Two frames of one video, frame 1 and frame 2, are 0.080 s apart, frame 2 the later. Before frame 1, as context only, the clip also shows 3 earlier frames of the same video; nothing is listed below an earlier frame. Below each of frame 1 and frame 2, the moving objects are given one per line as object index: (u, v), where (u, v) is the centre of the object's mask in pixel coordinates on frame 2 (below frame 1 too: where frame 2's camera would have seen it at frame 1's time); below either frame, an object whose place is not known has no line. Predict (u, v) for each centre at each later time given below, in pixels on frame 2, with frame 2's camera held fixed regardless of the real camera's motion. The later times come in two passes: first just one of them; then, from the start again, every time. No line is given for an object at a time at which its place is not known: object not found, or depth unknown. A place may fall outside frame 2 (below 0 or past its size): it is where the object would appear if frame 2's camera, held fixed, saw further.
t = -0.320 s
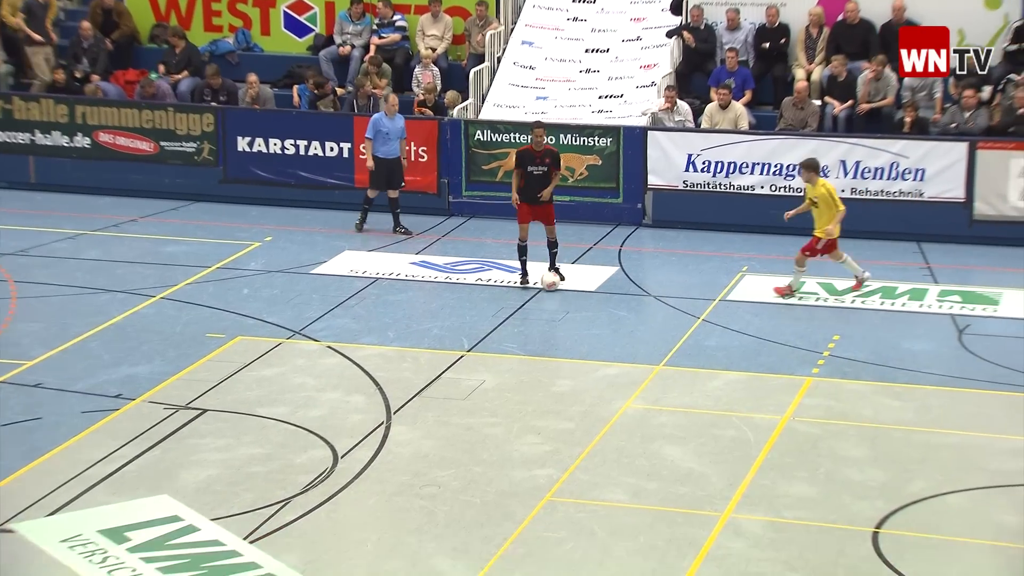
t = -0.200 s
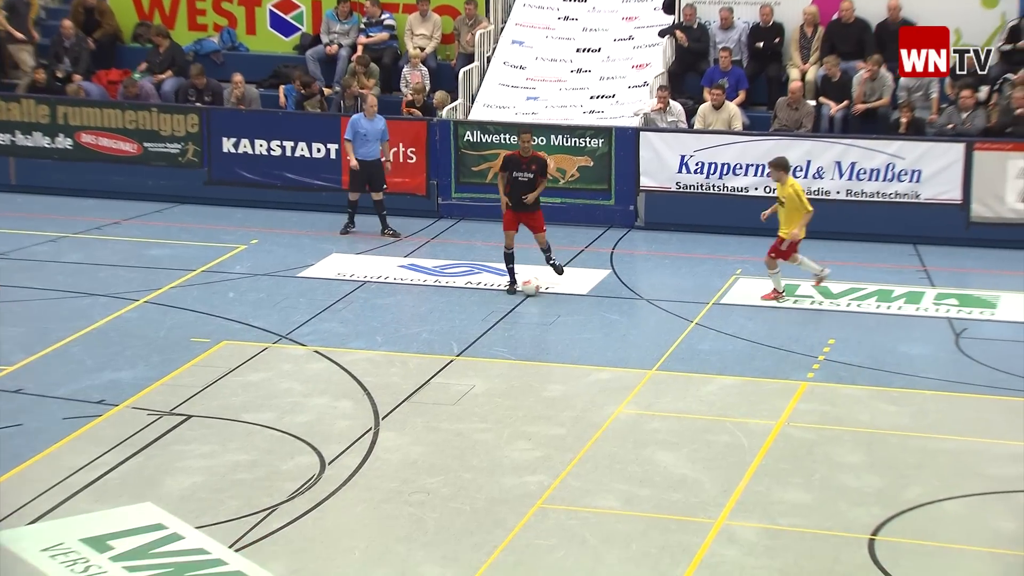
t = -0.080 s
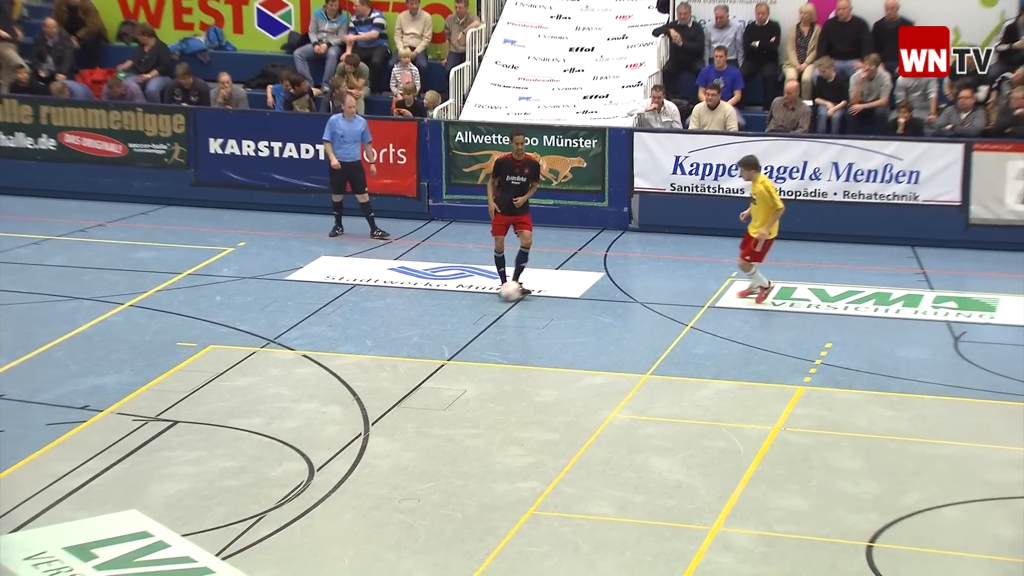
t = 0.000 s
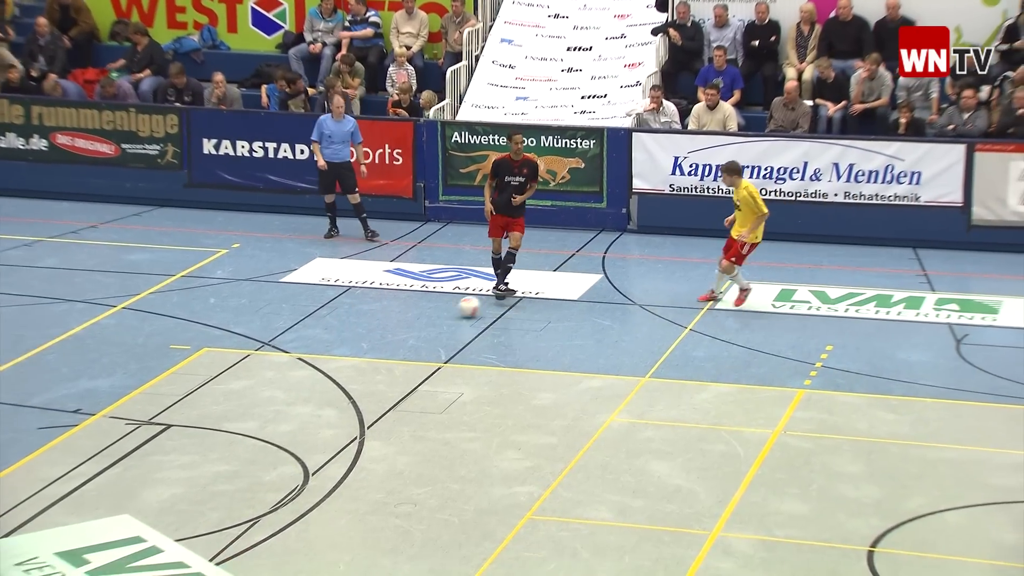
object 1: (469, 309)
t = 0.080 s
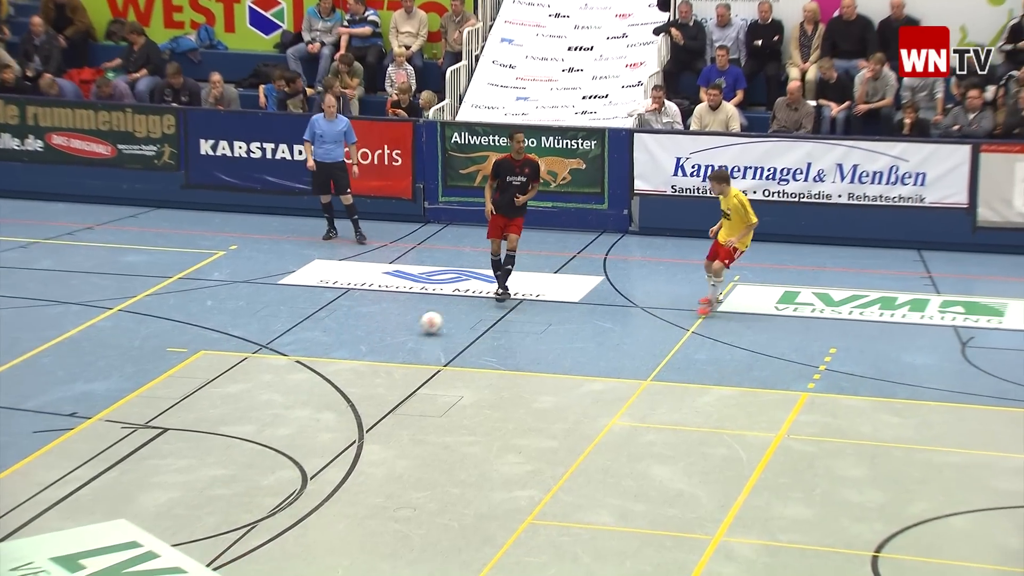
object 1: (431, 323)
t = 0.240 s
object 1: (358, 350)
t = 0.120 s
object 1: (412, 330)
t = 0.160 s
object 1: (393, 338)
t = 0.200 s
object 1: (375, 343)
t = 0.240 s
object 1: (358, 350)
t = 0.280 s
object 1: (339, 358)
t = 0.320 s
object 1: (322, 363)
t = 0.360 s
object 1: (304, 370)
